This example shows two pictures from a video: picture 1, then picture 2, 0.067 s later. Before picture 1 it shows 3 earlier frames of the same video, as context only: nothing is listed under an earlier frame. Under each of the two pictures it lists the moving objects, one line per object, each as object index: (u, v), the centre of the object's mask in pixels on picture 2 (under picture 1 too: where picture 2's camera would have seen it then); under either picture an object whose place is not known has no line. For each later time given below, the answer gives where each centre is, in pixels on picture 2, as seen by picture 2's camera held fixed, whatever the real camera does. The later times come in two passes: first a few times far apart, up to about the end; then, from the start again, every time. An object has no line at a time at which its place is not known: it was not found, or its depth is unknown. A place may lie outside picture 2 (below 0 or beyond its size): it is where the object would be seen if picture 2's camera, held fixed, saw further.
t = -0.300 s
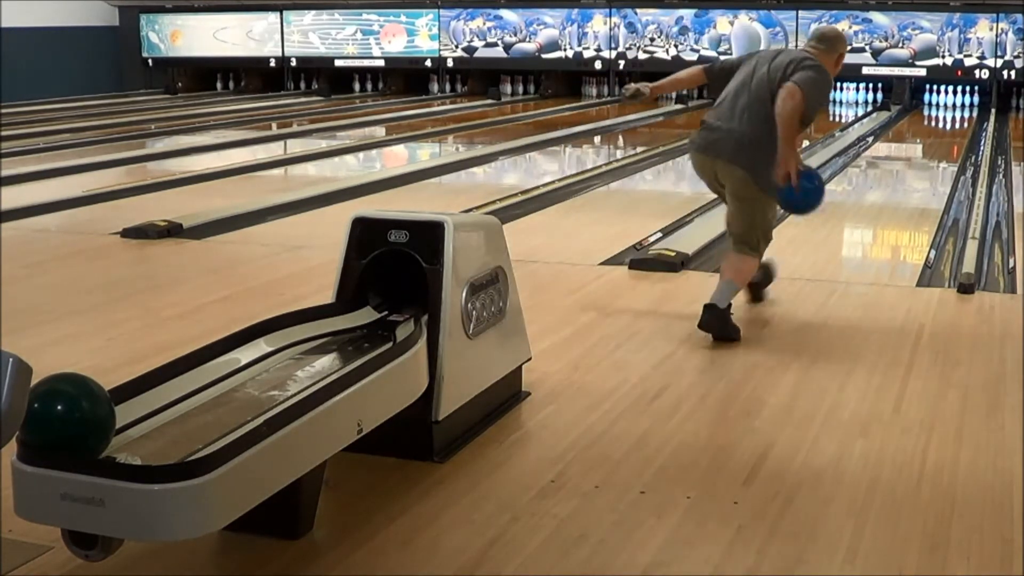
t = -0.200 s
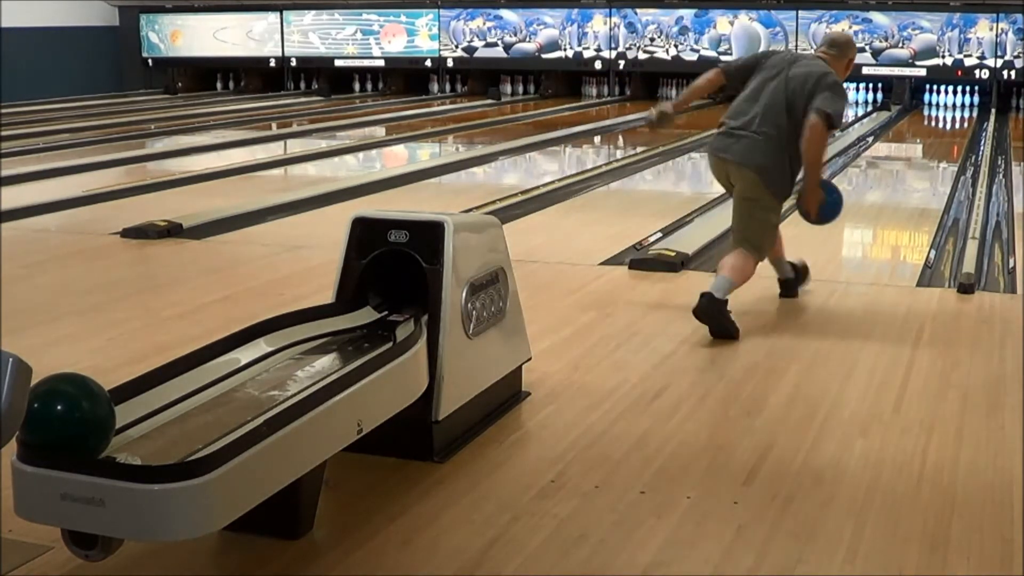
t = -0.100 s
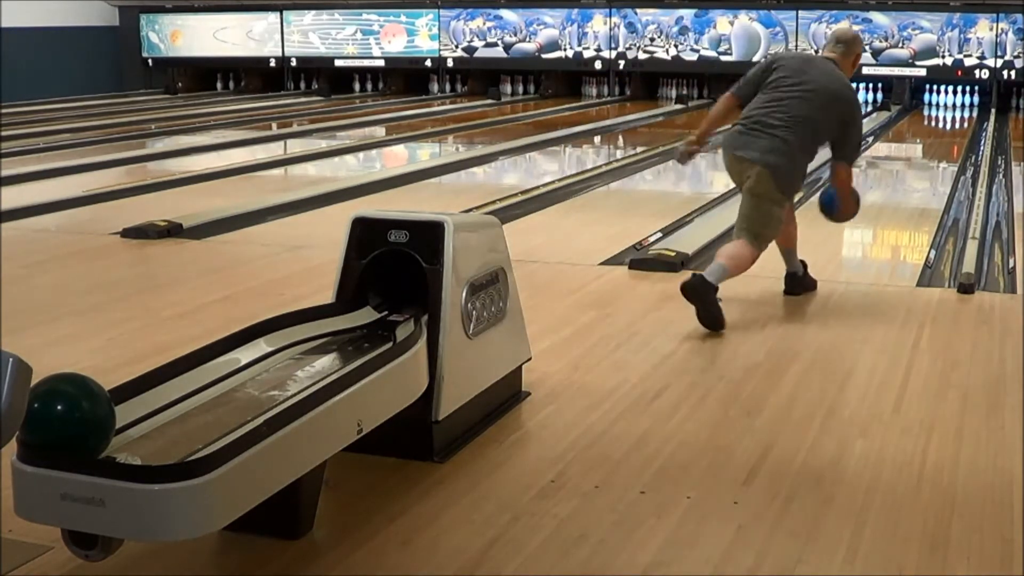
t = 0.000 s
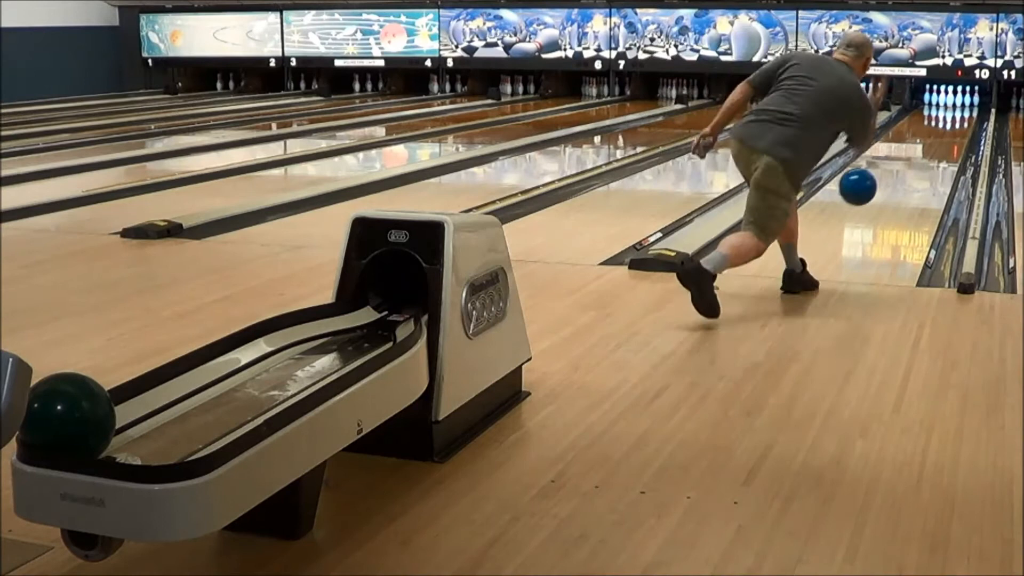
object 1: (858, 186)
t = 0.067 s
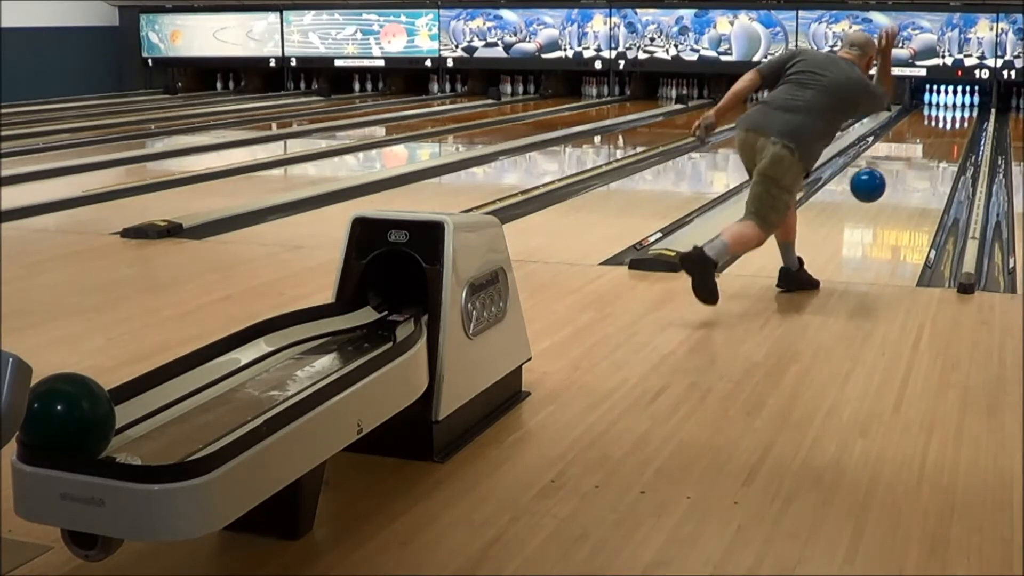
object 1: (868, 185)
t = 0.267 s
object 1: (891, 204)
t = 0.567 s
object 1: (916, 175)
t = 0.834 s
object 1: (931, 155)
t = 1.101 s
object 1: (943, 140)
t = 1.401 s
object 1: (950, 128)
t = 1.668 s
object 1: (955, 119)
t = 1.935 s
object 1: (957, 112)
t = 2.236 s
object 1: (957, 105)
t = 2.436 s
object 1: (954, 102)
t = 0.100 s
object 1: (872, 187)
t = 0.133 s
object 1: (876, 190)
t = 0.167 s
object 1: (880, 195)
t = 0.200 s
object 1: (884, 201)
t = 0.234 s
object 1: (887, 208)
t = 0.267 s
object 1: (891, 204)
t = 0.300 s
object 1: (894, 198)
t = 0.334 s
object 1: (898, 194)
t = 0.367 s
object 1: (900, 191)
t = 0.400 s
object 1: (903, 190)
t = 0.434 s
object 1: (906, 187)
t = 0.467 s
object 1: (909, 184)
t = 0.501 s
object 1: (911, 181)
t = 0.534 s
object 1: (914, 178)
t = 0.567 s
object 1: (916, 175)
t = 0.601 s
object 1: (918, 172)
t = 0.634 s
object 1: (921, 169)
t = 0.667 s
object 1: (922, 167)
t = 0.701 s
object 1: (924, 164)
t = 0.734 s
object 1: (926, 162)
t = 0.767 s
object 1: (928, 159)
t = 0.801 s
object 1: (930, 157)
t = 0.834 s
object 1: (931, 155)
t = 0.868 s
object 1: (933, 153)
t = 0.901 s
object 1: (934, 151)
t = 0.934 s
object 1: (936, 149)
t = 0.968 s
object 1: (938, 148)
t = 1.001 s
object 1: (939, 146)
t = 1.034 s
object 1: (940, 144)
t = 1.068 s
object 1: (941, 142)
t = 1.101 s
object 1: (943, 140)
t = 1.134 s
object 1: (944, 139)
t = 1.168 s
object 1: (945, 138)
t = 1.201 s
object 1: (946, 136)
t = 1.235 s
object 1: (947, 135)
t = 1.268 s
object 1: (947, 133)
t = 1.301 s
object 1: (948, 132)
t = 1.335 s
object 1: (949, 131)
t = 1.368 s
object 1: (950, 129)
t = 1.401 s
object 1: (950, 128)
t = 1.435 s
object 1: (951, 127)
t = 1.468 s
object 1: (952, 126)
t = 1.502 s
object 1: (952, 125)
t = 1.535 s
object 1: (953, 124)
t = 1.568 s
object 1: (953, 123)
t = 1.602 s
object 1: (954, 121)
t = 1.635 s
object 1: (955, 120)
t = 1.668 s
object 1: (955, 119)
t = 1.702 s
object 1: (956, 118)
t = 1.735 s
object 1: (957, 117)
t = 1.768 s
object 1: (956, 117)
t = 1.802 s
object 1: (957, 115)
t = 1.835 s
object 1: (957, 114)
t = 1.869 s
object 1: (957, 114)
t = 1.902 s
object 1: (957, 113)
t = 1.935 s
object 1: (957, 112)
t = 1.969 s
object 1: (957, 111)
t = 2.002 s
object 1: (958, 110)
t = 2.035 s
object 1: (958, 110)
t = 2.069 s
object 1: (958, 109)
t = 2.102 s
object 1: (958, 108)
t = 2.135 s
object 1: (957, 107)
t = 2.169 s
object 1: (957, 107)
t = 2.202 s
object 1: (957, 106)
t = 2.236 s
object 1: (957, 105)
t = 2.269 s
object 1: (956, 105)
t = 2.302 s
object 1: (956, 104)
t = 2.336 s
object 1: (955, 104)
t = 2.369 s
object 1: (954, 103)
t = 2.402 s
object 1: (954, 102)
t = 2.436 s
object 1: (954, 102)
